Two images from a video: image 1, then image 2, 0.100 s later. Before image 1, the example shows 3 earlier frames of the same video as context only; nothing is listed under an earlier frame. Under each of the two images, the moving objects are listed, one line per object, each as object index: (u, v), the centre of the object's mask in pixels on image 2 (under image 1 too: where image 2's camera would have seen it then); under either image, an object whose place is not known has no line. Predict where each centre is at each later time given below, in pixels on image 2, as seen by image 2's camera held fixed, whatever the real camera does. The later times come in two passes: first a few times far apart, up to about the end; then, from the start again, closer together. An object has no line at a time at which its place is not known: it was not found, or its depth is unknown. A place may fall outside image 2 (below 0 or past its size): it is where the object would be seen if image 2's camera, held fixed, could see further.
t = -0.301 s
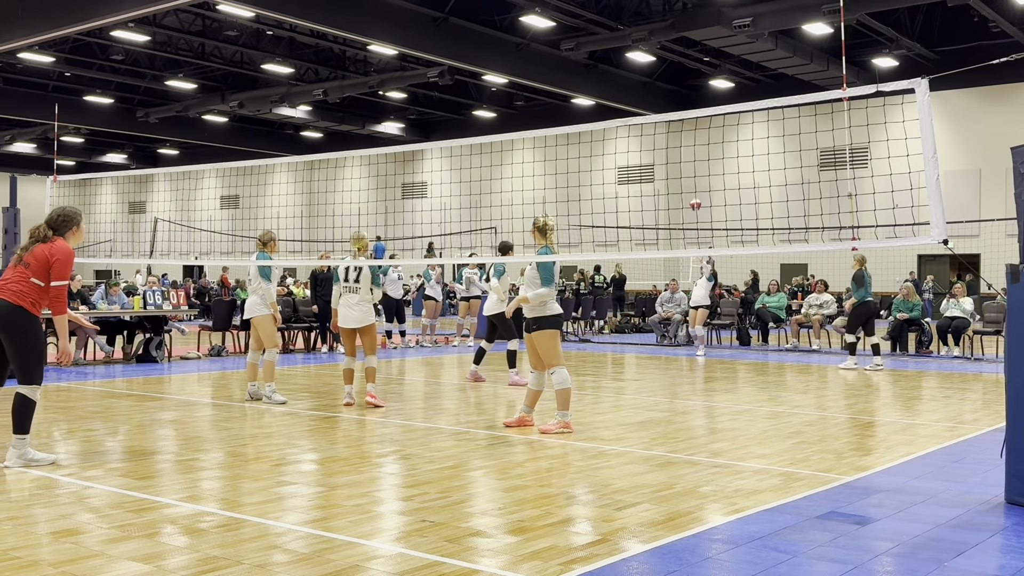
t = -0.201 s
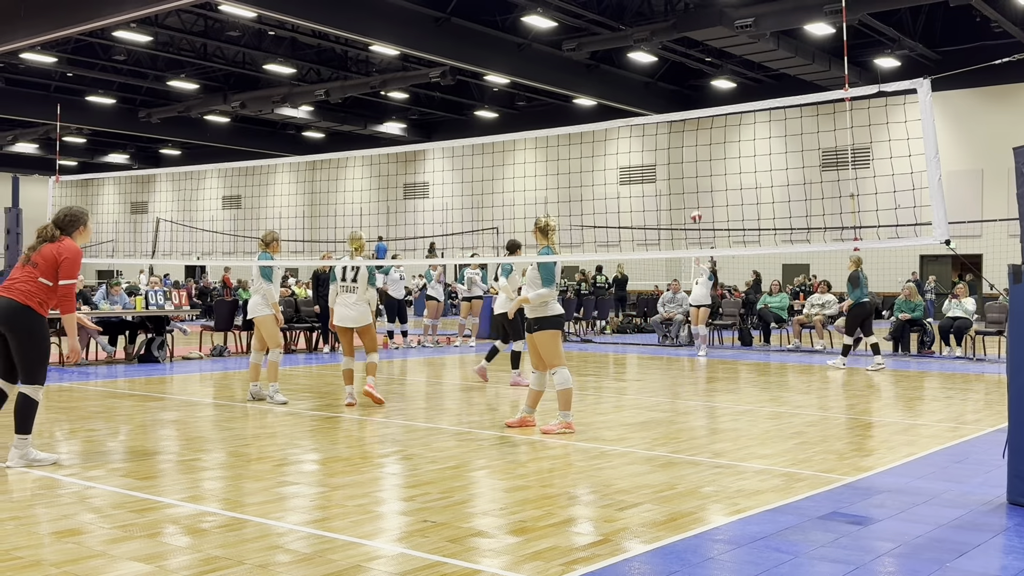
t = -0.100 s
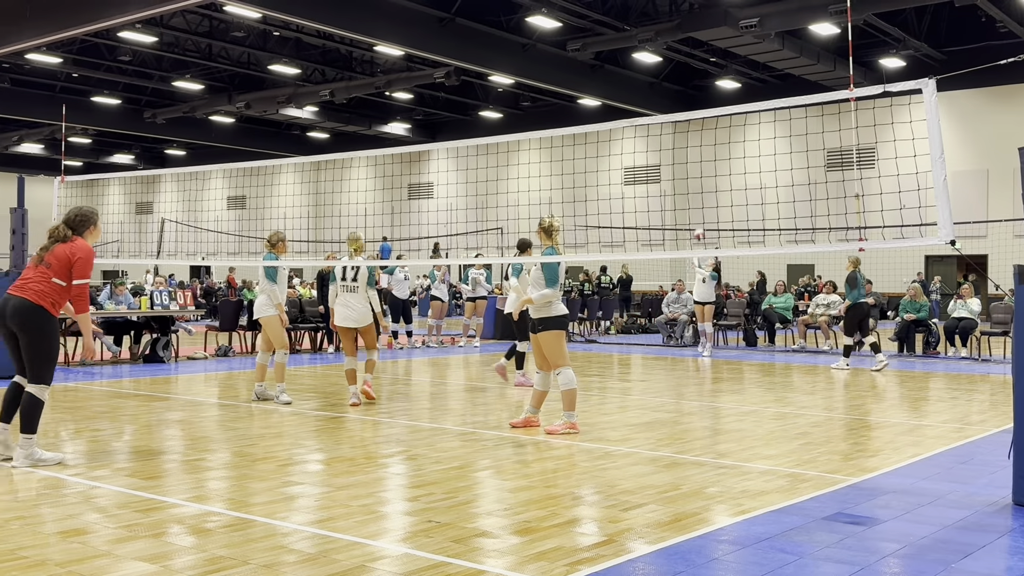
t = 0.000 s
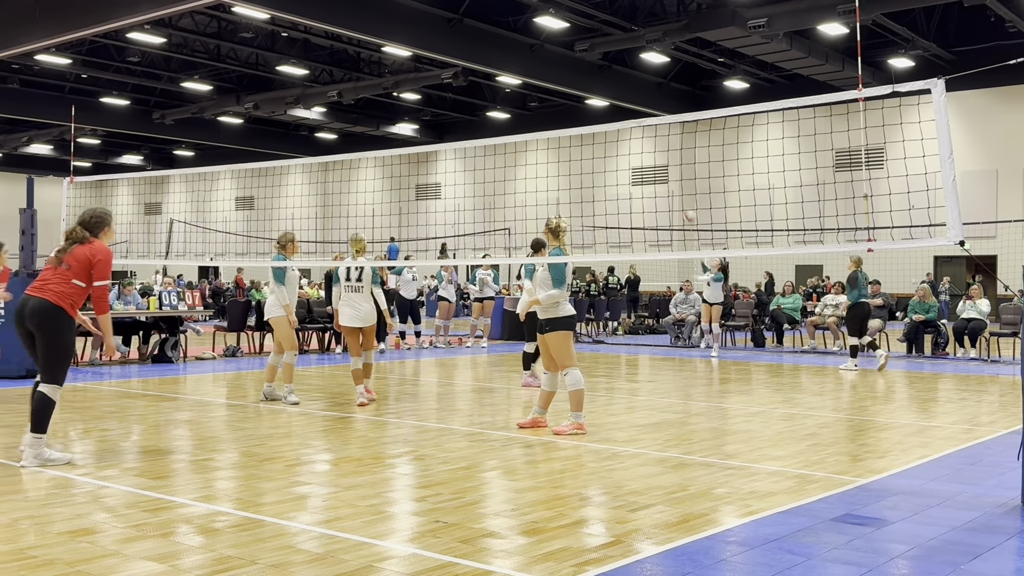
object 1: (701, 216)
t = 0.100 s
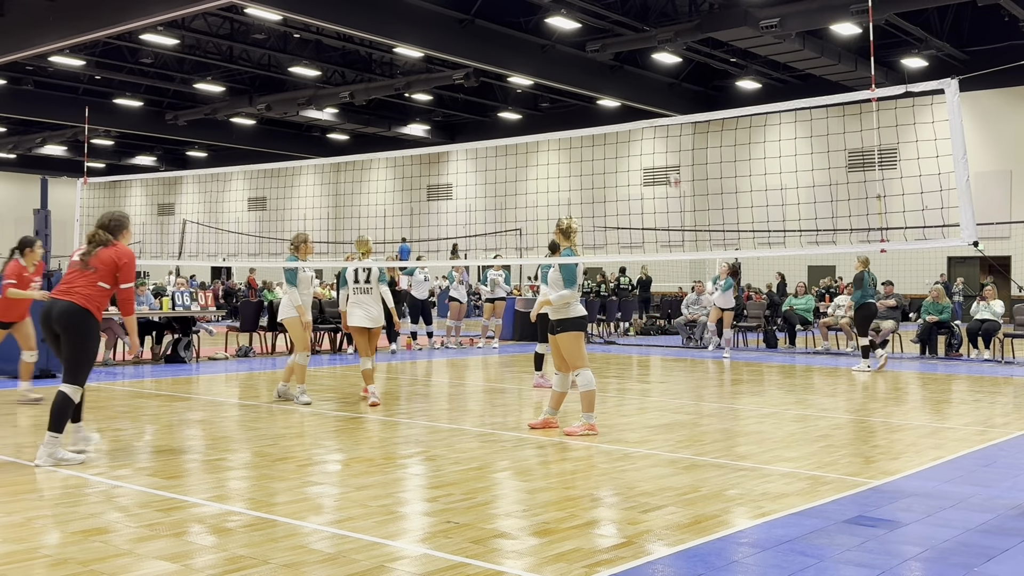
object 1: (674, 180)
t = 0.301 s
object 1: (612, 116)
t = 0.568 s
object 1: (506, 60)
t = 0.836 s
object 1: (365, 46)
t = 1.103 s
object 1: (181, 111)
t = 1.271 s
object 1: (35, 218)
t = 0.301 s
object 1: (612, 116)
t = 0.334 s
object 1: (600, 108)
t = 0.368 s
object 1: (588, 99)
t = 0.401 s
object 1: (575, 91)
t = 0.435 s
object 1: (563, 83)
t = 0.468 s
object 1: (549, 76)
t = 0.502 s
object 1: (535, 70)
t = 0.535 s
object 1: (521, 65)
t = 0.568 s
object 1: (506, 60)
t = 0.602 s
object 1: (490, 55)
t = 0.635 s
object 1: (474, 51)
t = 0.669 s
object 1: (458, 49)
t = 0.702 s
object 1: (441, 46)
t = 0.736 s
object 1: (423, 45)
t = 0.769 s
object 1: (405, 44)
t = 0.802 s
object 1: (385, 45)
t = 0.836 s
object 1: (365, 46)
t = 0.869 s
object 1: (345, 49)
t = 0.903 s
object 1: (324, 53)
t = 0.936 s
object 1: (302, 57)
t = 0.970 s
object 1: (279, 65)
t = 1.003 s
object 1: (256, 74)
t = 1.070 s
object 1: (206, 97)
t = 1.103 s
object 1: (181, 111)
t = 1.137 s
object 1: (153, 128)
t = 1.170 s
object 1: (126, 146)
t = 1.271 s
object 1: (35, 218)
